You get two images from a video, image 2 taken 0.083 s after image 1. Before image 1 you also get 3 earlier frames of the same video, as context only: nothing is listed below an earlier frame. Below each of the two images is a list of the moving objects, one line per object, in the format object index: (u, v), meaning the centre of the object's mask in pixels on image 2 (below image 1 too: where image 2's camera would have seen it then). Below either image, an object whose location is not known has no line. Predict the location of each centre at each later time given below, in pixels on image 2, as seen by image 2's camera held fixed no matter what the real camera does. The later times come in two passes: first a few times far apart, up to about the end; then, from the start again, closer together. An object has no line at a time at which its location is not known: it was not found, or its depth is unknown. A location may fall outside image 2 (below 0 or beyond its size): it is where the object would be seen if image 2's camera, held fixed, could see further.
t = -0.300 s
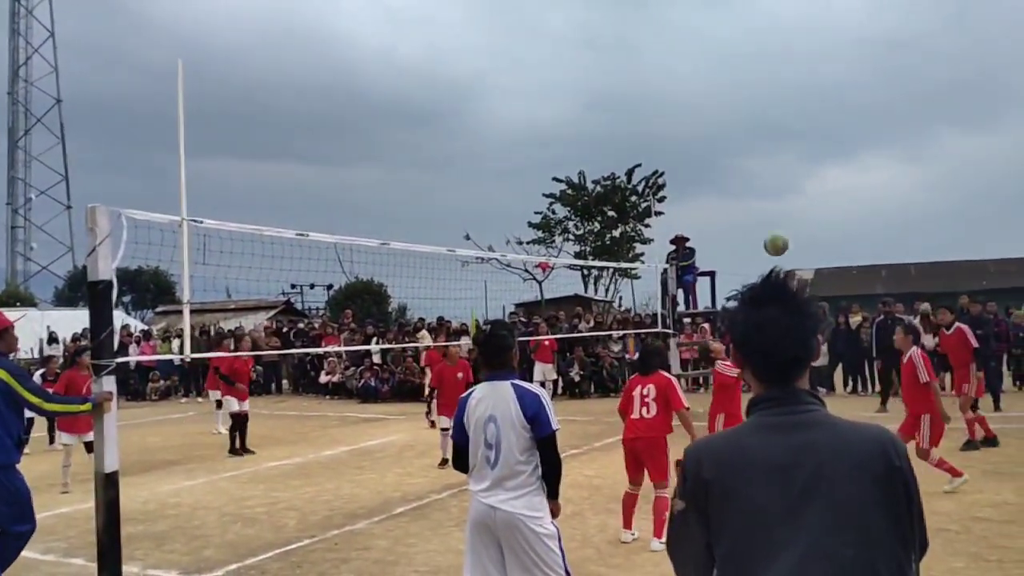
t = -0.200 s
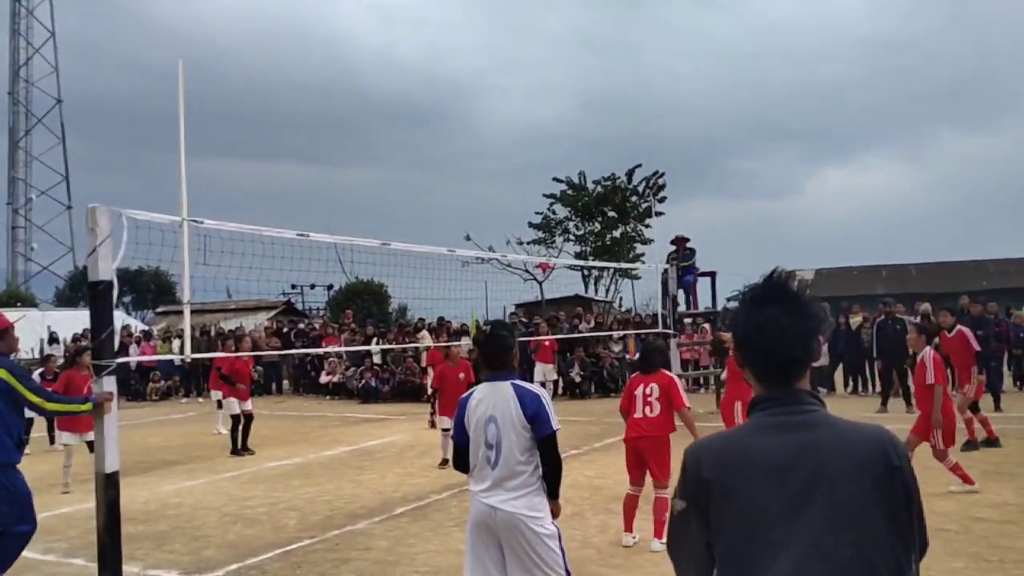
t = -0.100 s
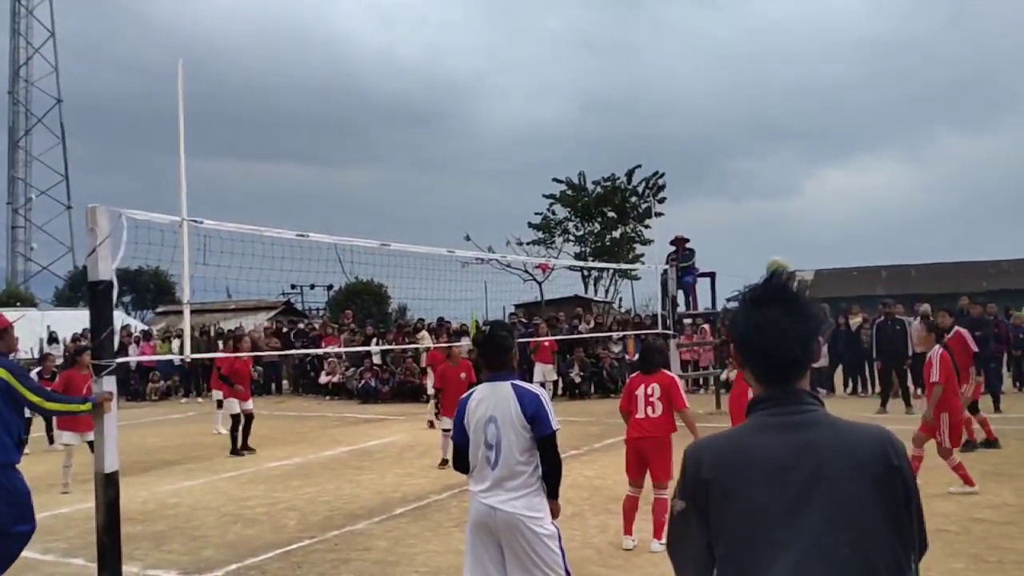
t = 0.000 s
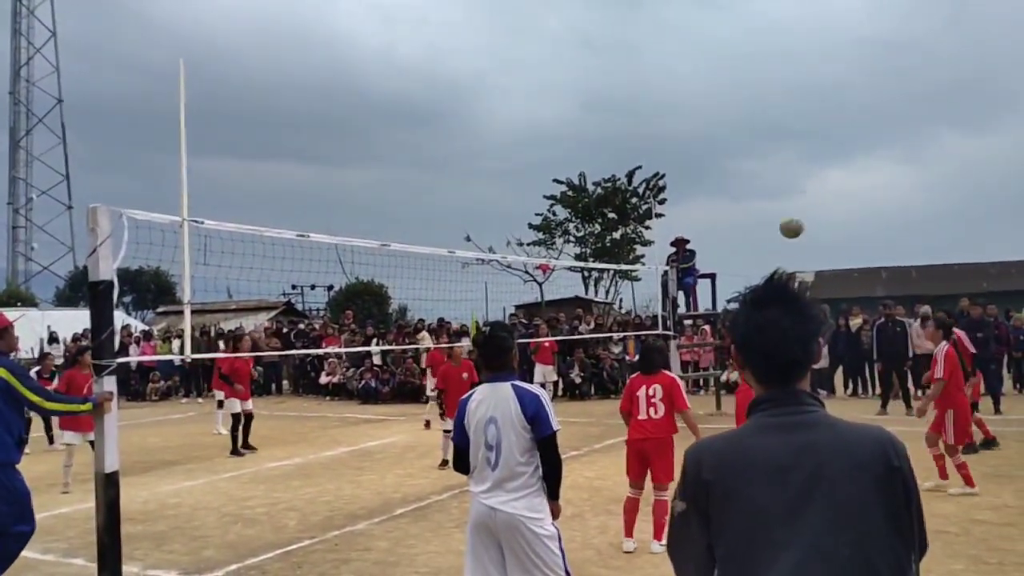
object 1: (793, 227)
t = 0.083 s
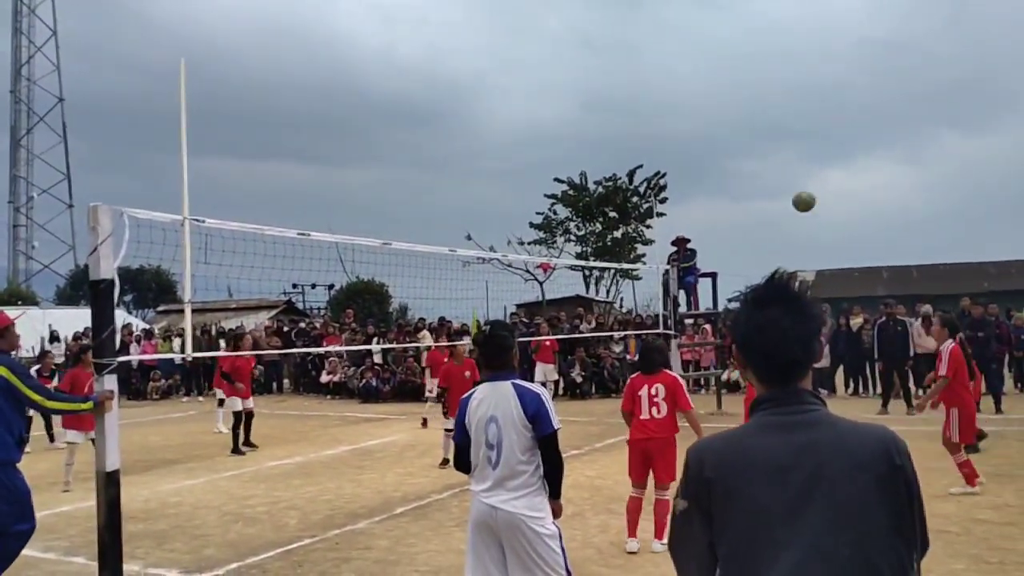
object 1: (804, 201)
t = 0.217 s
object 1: (821, 177)
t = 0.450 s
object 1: (852, 178)
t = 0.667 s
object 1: (879, 224)
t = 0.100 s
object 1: (808, 193)
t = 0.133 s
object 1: (810, 190)
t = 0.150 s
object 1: (812, 187)
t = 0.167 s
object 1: (815, 184)
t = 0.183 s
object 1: (817, 181)
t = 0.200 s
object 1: (819, 179)
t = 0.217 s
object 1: (821, 177)
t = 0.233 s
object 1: (823, 175)
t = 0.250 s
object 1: (826, 174)
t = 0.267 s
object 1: (828, 173)
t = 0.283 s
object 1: (830, 172)
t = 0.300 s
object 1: (832, 171)
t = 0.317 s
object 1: (835, 171)
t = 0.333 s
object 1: (837, 171)
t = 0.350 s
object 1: (839, 171)
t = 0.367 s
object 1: (841, 171)
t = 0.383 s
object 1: (843, 172)
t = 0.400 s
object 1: (845, 174)
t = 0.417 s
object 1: (847, 175)
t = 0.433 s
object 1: (849, 176)
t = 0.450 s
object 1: (852, 178)
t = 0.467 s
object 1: (854, 180)
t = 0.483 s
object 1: (856, 183)
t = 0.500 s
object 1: (858, 185)
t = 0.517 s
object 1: (860, 188)
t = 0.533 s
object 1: (862, 191)
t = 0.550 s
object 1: (865, 194)
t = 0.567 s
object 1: (866, 198)
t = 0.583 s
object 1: (869, 202)
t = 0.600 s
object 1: (870, 206)
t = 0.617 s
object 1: (873, 210)
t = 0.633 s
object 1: (875, 214)
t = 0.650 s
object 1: (877, 219)
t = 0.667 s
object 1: (879, 224)
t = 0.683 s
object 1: (881, 229)
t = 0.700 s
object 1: (883, 235)
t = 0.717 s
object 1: (885, 241)
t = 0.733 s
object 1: (887, 247)
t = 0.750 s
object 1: (889, 253)
